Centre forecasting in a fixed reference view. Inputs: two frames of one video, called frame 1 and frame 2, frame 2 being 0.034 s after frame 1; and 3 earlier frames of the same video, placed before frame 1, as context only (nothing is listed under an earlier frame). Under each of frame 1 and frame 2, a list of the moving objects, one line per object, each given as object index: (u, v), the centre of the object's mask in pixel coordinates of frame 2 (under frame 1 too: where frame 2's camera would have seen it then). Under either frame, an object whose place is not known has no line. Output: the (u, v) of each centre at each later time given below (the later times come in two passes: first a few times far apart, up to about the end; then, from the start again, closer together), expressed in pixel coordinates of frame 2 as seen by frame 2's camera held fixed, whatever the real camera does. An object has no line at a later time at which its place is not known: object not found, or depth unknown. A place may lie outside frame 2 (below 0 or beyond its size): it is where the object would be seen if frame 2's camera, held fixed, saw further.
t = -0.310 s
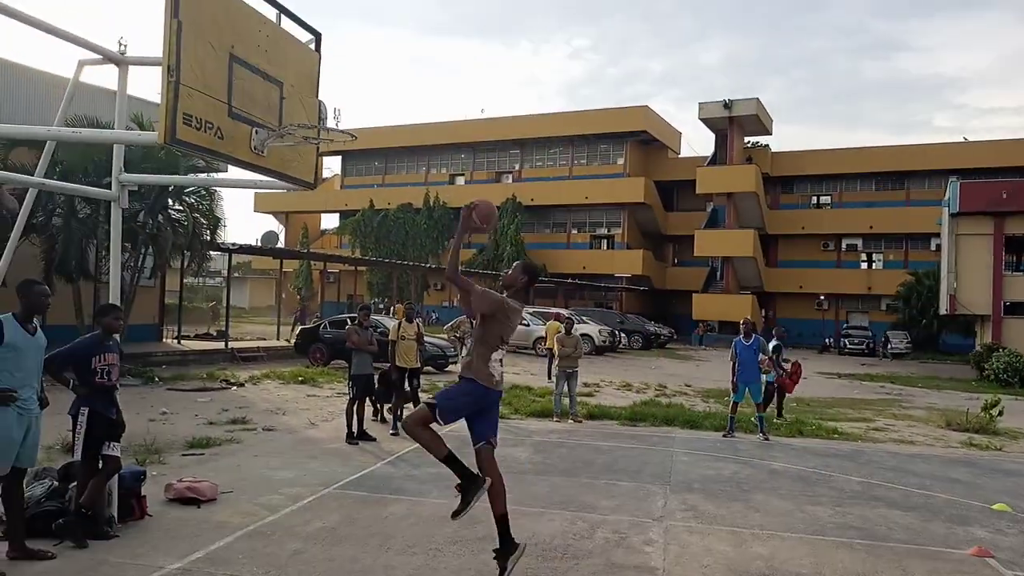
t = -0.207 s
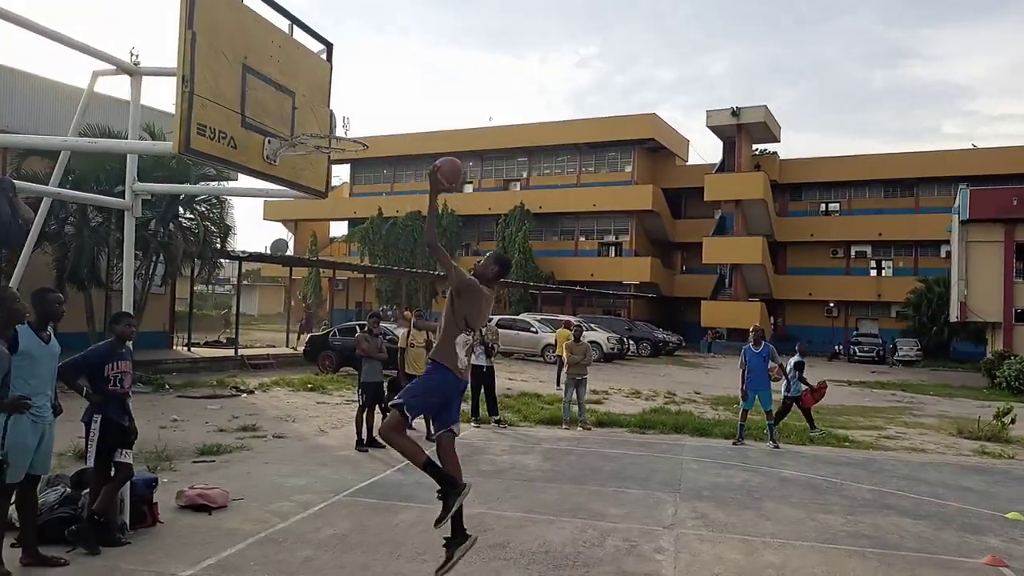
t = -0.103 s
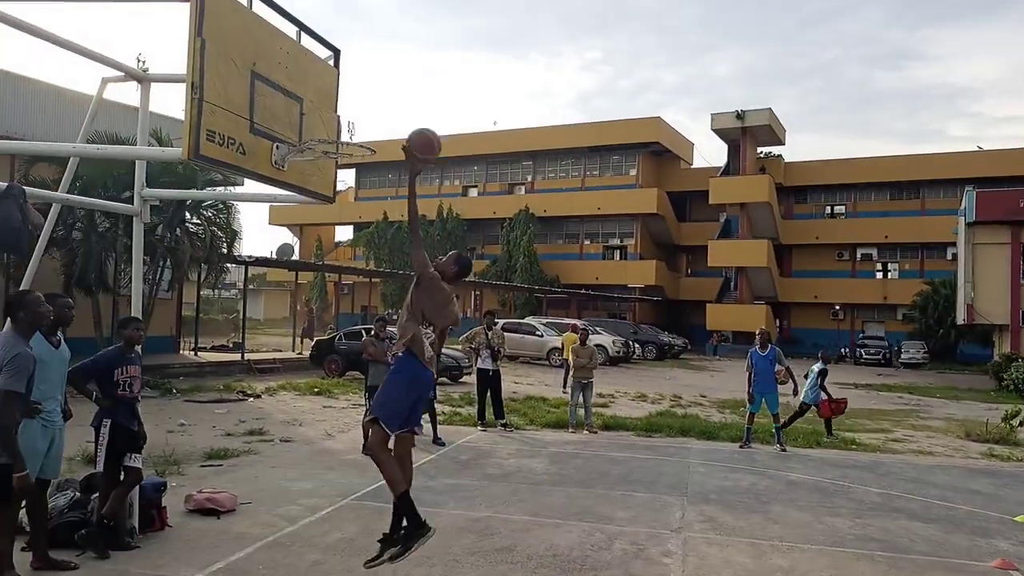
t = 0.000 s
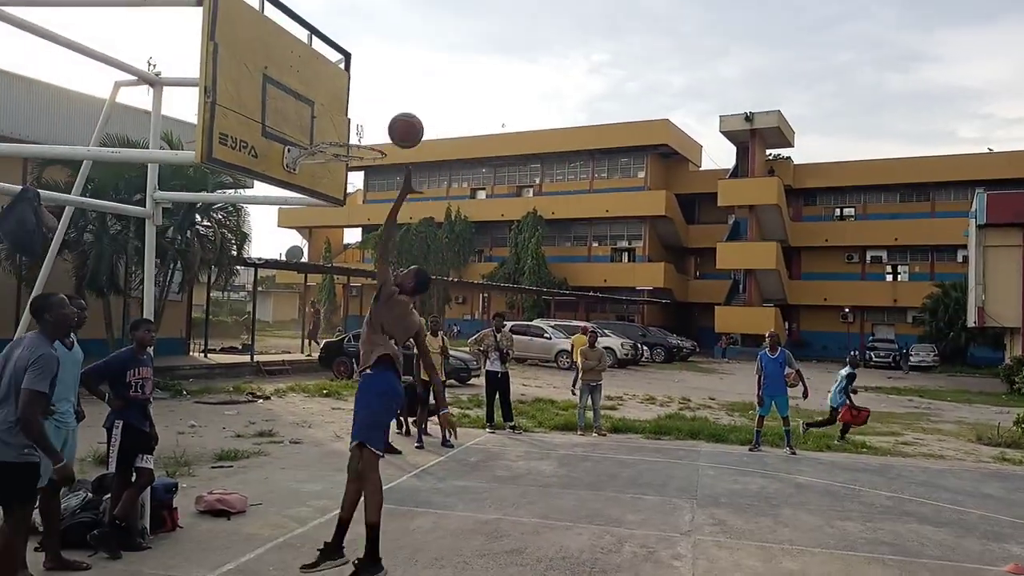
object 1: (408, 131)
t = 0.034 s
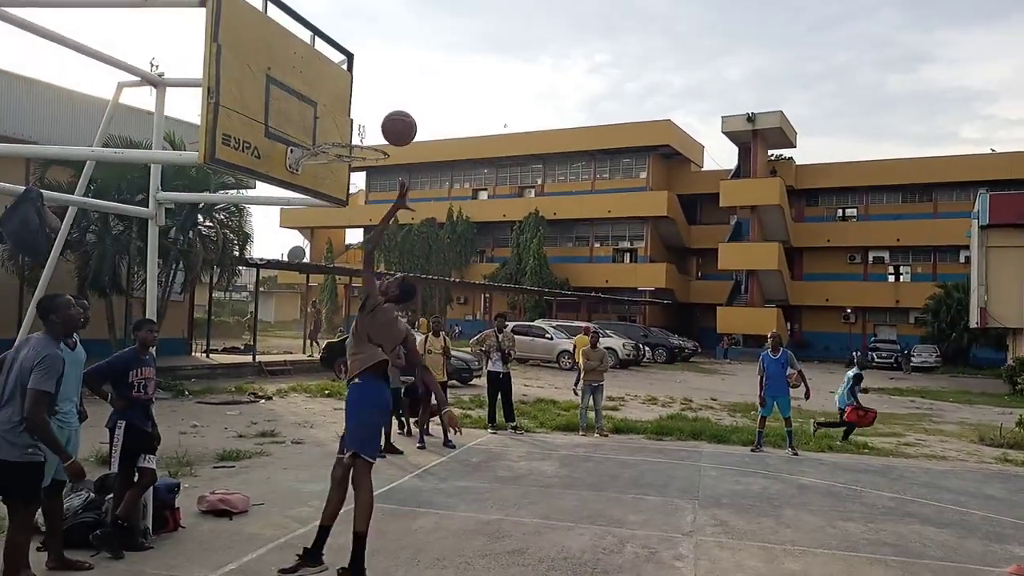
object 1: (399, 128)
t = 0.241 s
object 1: (342, 147)
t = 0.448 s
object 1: (367, 192)
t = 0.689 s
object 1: (403, 331)
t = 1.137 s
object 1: (497, 484)
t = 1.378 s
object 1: (588, 336)
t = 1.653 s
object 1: (688, 310)
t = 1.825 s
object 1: (748, 372)
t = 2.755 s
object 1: (1155, 470)
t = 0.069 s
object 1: (390, 127)
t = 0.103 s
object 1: (380, 128)
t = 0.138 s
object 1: (371, 129)
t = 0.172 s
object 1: (362, 132)
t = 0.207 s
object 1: (352, 139)
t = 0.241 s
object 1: (342, 147)
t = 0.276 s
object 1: (340, 152)
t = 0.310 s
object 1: (345, 157)
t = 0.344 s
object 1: (351, 164)
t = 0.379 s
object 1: (356, 171)
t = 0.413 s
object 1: (362, 180)
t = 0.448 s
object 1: (367, 192)
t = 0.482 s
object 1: (372, 206)
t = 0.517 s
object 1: (379, 221)
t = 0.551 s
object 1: (385, 239)
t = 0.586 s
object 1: (389, 260)
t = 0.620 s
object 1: (395, 280)
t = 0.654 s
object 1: (400, 305)
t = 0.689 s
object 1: (403, 331)
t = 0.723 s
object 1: (407, 362)
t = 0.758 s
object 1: (412, 395)
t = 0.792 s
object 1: (418, 427)
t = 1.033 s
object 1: (462, 569)
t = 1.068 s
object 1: (474, 538)
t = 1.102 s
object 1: (486, 511)
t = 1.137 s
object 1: (497, 484)
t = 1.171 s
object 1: (509, 459)
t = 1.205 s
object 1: (520, 437)
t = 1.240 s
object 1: (532, 415)
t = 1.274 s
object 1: (555, 377)
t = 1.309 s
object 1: (566, 362)
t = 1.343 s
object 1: (578, 348)
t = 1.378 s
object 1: (588, 336)
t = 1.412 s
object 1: (601, 325)
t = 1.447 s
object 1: (614, 316)
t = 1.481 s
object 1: (626, 311)
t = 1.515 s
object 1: (636, 308)
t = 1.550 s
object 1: (651, 304)
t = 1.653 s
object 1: (688, 310)
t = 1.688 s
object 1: (701, 317)
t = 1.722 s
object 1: (712, 326)
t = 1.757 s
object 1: (724, 340)
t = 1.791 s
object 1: (736, 354)
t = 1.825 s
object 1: (748, 372)
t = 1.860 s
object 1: (762, 391)
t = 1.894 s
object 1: (777, 414)
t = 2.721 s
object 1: (1137, 467)
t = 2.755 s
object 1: (1155, 470)
